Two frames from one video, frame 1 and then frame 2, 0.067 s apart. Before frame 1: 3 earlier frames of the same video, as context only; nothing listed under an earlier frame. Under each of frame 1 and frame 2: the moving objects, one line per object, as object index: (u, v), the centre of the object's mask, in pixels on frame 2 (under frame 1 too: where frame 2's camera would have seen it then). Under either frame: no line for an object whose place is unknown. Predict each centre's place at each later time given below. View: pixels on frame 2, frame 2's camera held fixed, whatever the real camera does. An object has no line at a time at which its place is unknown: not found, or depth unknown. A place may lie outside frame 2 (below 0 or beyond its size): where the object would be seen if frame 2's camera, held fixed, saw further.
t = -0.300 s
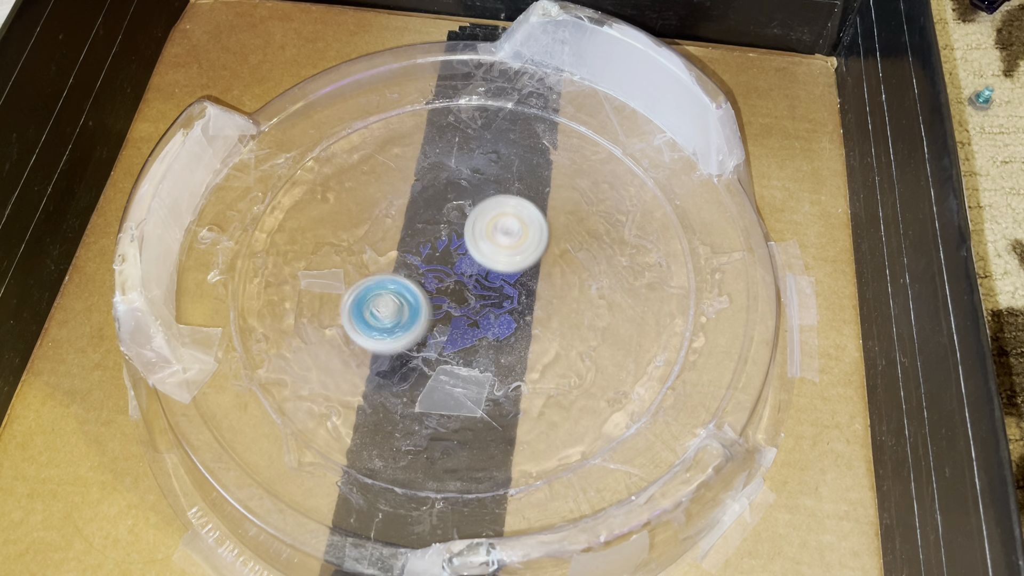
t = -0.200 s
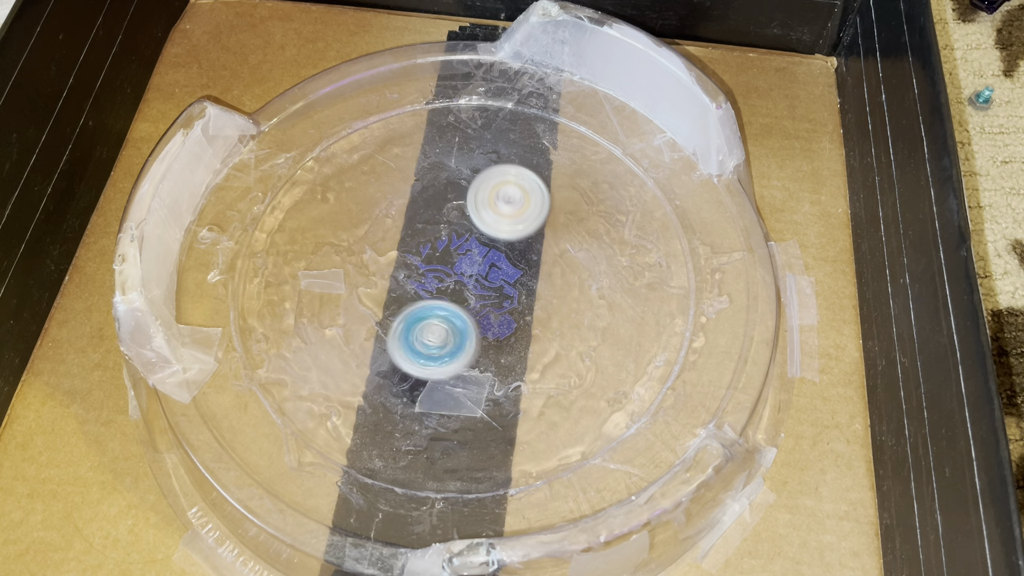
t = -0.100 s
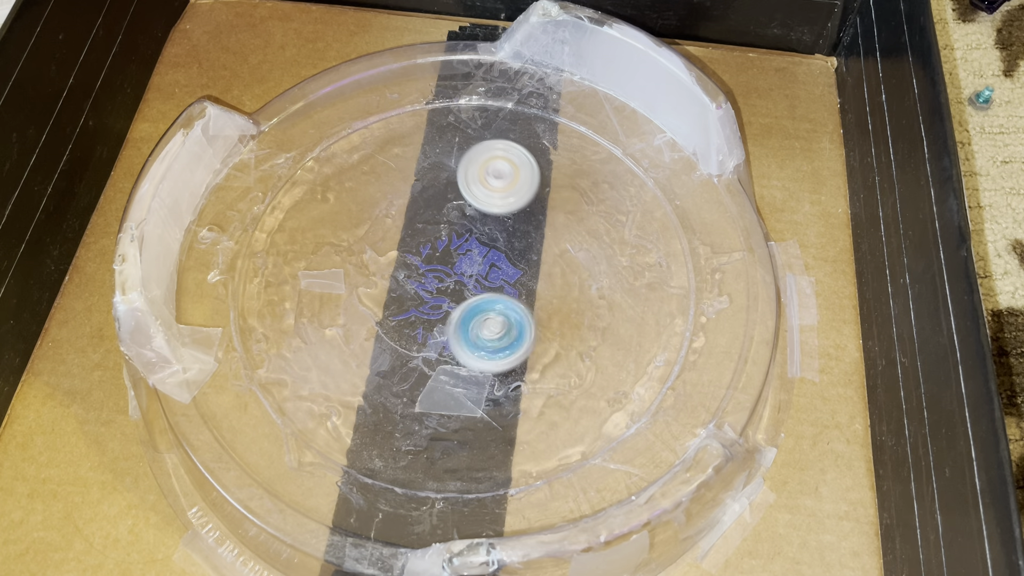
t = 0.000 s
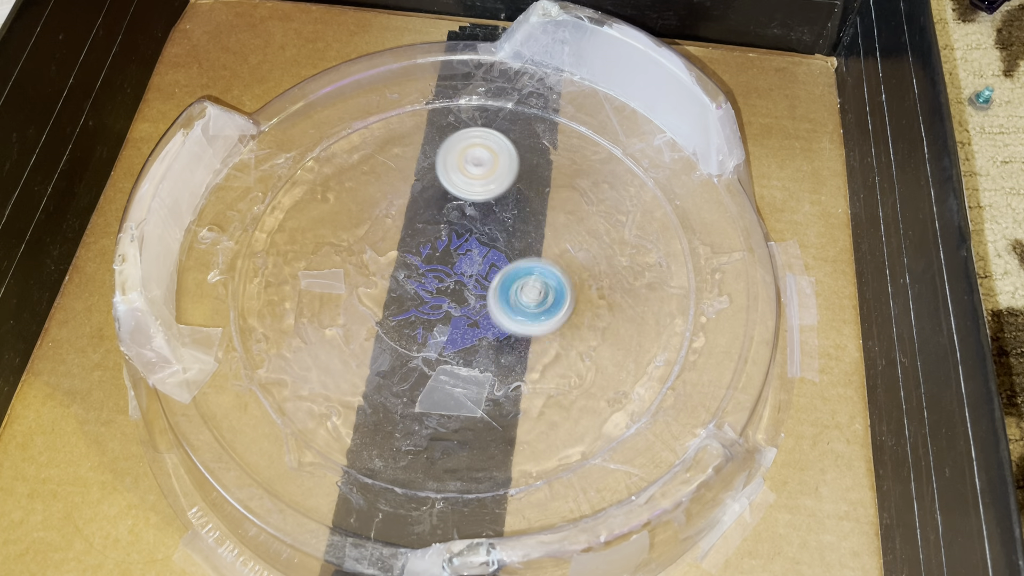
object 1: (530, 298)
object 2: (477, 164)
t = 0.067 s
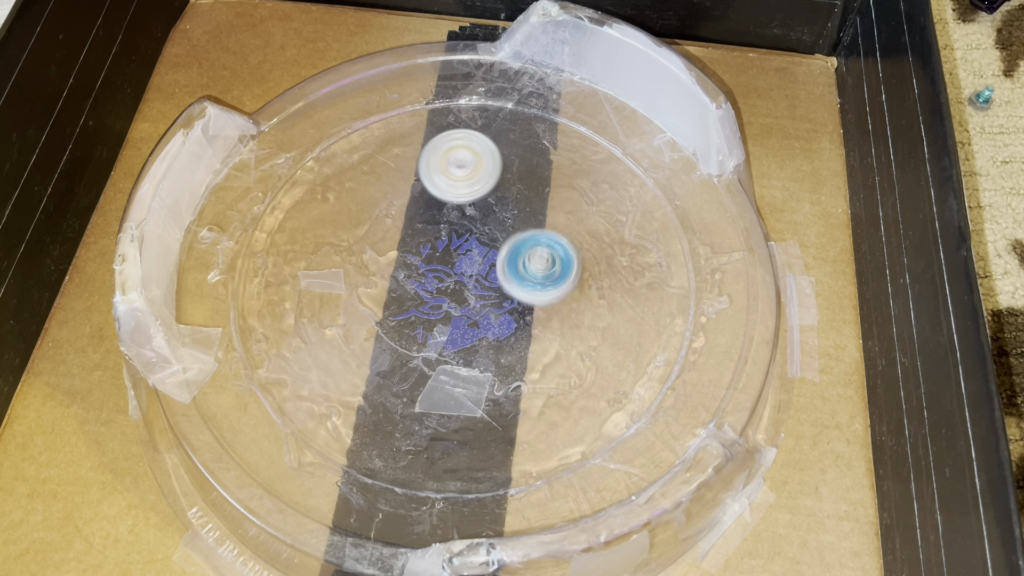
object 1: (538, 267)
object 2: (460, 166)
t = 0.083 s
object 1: (538, 260)
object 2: (456, 168)
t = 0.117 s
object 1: (533, 245)
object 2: (448, 173)
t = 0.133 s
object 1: (530, 238)
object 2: (445, 177)
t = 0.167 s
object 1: (521, 226)
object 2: (439, 185)
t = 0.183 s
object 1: (515, 221)
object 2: (437, 190)
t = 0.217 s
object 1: (505, 214)
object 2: (433, 200)
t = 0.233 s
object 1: (501, 210)
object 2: (430, 206)
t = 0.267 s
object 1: (511, 211)
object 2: (387, 209)
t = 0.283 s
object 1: (518, 212)
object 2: (364, 210)
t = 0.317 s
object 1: (526, 212)
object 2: (325, 217)
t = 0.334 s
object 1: (528, 212)
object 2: (308, 221)
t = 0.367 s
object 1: (531, 213)
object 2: (282, 230)
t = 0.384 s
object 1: (533, 214)
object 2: (273, 236)
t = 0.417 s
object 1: (534, 215)
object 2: (261, 249)
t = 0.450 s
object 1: (535, 219)
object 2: (257, 263)
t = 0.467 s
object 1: (535, 221)
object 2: (257, 271)
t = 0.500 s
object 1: (534, 227)
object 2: (259, 287)
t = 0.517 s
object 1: (534, 230)
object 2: (261, 295)
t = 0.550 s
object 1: (532, 238)
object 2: (265, 312)
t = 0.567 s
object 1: (531, 242)
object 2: (268, 320)
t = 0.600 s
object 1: (530, 251)
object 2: (275, 336)
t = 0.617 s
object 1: (530, 256)
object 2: (279, 344)
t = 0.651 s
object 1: (529, 267)
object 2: (288, 359)
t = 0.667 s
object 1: (530, 272)
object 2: (294, 367)
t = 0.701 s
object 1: (531, 283)
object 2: (306, 381)
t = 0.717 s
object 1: (533, 288)
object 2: (314, 387)
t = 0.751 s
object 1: (535, 297)
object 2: (329, 398)
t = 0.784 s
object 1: (539, 305)
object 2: (346, 408)
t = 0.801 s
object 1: (540, 309)
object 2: (355, 412)
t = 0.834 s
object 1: (542, 314)
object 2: (373, 418)
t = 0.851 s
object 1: (544, 315)
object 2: (383, 421)
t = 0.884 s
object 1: (544, 317)
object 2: (403, 424)
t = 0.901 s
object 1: (544, 318)
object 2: (412, 425)
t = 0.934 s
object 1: (542, 319)
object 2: (433, 425)
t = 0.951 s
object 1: (540, 319)
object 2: (444, 423)
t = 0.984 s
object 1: (536, 319)
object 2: (465, 419)
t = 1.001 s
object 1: (534, 319)
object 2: (475, 416)
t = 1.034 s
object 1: (527, 318)
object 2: (495, 407)
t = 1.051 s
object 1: (524, 318)
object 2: (504, 402)
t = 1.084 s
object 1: (513, 317)
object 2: (521, 390)
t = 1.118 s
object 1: (500, 317)
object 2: (536, 376)
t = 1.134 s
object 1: (492, 318)
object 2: (544, 369)
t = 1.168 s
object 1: (481, 324)
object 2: (555, 354)
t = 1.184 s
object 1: (476, 326)
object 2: (559, 346)
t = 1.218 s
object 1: (465, 330)
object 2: (567, 329)
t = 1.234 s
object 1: (460, 332)
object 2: (570, 321)
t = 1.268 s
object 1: (449, 337)
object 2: (574, 304)
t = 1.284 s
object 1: (445, 340)
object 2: (575, 296)
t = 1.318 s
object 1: (436, 346)
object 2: (576, 279)
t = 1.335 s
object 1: (433, 349)
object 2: (576, 271)
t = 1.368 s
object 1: (429, 354)
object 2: (573, 255)
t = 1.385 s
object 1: (428, 355)
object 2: (571, 247)
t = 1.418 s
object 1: (427, 358)
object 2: (566, 233)
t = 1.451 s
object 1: (427, 358)
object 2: (560, 219)
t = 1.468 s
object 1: (428, 357)
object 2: (556, 212)
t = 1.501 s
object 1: (429, 354)
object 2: (547, 200)
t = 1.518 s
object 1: (429, 352)
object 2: (543, 195)
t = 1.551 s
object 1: (431, 346)
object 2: (532, 184)
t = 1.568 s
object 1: (431, 343)
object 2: (526, 179)
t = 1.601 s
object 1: (432, 334)
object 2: (515, 171)
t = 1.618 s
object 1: (432, 329)
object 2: (509, 167)
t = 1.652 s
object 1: (433, 320)
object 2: (496, 161)
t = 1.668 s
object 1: (432, 315)
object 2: (489, 159)
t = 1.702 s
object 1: (428, 305)
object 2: (475, 155)
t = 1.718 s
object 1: (426, 300)
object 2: (468, 154)
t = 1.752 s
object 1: (422, 290)
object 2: (454, 153)
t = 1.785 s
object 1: (416, 280)
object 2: (439, 154)
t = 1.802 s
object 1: (413, 275)
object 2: (432, 154)
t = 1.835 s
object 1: (407, 268)
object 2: (419, 158)
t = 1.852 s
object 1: (403, 263)
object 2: (412, 161)
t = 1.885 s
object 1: (395, 257)
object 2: (400, 167)
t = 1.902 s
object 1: (391, 254)
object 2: (394, 171)
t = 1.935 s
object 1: (382, 251)
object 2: (384, 180)
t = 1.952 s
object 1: (378, 253)
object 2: (380, 184)
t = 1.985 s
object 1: (372, 261)
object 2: (375, 183)
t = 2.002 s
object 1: (371, 265)
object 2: (373, 184)
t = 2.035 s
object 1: (371, 275)
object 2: (370, 190)
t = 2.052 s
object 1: (374, 280)
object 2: (368, 195)
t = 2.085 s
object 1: (382, 290)
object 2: (365, 206)
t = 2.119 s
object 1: (392, 296)
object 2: (363, 218)
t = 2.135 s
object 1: (399, 299)
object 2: (363, 224)
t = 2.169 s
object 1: (412, 303)
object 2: (364, 236)
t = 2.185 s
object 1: (419, 304)
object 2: (366, 243)
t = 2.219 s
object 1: (434, 304)
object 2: (371, 255)
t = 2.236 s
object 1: (441, 303)
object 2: (374, 261)
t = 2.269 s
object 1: (456, 300)
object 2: (383, 273)
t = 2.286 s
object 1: (463, 298)
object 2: (387, 278)
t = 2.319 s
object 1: (476, 292)
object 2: (398, 288)
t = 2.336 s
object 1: (482, 288)
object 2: (404, 293)
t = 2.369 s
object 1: (493, 281)
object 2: (417, 301)
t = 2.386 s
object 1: (497, 277)
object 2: (423, 304)
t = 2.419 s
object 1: (505, 268)
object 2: (437, 311)
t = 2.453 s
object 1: (511, 259)
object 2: (451, 314)
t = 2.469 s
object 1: (513, 254)
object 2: (458, 316)
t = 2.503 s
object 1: (517, 245)
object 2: (473, 318)
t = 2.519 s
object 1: (518, 240)
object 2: (480, 318)
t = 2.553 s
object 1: (519, 230)
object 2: (495, 318)
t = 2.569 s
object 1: (518, 225)
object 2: (502, 318)
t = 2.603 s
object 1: (514, 217)
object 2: (516, 315)
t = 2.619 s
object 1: (510, 213)
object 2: (523, 314)
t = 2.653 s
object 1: (502, 208)
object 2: (535, 309)
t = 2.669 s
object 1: (497, 207)
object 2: (541, 306)
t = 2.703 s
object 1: (486, 208)
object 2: (552, 300)
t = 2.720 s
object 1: (480, 209)
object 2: (556, 296)
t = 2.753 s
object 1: (470, 215)
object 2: (565, 288)
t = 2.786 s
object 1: (462, 222)
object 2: (571, 280)
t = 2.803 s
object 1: (458, 227)
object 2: (573, 275)
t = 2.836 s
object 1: (452, 236)
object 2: (576, 266)
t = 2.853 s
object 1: (450, 242)
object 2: (576, 262)
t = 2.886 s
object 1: (447, 253)
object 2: (576, 253)
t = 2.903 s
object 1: (446, 259)
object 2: (574, 249)
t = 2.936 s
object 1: (445, 271)
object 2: (570, 241)
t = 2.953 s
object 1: (446, 277)
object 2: (567, 237)
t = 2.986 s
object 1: (447, 288)
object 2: (560, 231)
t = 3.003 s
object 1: (449, 293)
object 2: (556, 228)
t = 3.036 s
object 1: (454, 304)
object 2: (546, 224)
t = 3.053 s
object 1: (457, 309)
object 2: (540, 222)
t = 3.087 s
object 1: (463, 319)
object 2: (528, 220)
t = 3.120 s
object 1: (471, 326)
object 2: (516, 219)
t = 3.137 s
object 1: (476, 329)
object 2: (510, 220)
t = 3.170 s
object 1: (486, 336)
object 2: (498, 221)
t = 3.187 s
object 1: (491, 337)
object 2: (491, 222)
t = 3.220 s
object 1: (501, 340)
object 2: (478, 226)
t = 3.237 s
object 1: (507, 340)
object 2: (471, 228)
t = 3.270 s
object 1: (517, 338)
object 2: (459, 232)
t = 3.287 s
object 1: (522, 335)
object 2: (452, 235)
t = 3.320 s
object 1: (530, 328)
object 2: (441, 241)
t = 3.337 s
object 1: (533, 323)
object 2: (436, 244)
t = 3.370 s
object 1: (536, 313)
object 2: (425, 251)
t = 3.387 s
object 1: (536, 308)
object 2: (420, 255)
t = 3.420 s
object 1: (531, 298)
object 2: (411, 263)
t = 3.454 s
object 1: (524, 289)
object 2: (403, 272)
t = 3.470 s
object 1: (520, 286)
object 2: (400, 277)
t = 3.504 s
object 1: (511, 279)
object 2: (395, 286)
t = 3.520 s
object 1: (505, 276)
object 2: (393, 291)
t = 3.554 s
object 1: (494, 271)
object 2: (390, 301)
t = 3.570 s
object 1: (488, 269)
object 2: (389, 305)
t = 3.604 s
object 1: (476, 265)
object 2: (388, 314)
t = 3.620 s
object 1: (469, 264)
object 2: (389, 319)
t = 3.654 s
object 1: (455, 263)
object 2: (392, 327)
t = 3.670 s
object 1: (449, 263)
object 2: (394, 331)
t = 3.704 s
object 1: (436, 263)
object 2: (399, 338)
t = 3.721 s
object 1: (430, 264)
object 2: (402, 341)
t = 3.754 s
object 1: (418, 267)
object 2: (410, 346)
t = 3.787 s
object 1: (407, 270)
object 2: (419, 349)
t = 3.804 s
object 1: (401, 273)
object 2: (423, 350)
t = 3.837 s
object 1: (391, 278)
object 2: (434, 350)
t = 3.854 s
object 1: (388, 282)
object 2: (439, 349)
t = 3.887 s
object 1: (382, 290)
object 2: (450, 346)
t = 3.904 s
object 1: (380, 294)
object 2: (455, 343)
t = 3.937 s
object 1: (380, 303)
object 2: (464, 337)
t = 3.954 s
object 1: (381, 307)
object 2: (469, 333)
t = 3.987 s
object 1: (387, 314)
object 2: (476, 325)
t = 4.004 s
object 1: (390, 318)
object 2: (479, 321)
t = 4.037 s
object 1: (400, 322)
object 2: (484, 312)
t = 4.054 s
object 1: (406, 324)
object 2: (487, 306)
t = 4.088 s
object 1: (416, 324)
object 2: (490, 296)
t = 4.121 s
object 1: (428, 323)
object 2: (491, 285)
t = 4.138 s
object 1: (433, 322)
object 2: (493, 279)
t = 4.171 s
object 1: (441, 317)
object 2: (498, 266)
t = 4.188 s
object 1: (446, 314)
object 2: (499, 260)
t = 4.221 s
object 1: (453, 306)
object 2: (499, 249)
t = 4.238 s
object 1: (456, 302)
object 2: (498, 243)
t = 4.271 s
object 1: (461, 294)
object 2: (494, 233)
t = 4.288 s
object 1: (463, 290)
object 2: (493, 227)
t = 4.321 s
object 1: (464, 282)
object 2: (492, 214)
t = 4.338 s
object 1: (464, 278)
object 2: (491, 208)
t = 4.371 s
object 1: (461, 270)
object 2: (487, 198)
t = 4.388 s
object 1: (459, 267)
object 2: (484, 194)
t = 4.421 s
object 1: (453, 262)
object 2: (478, 185)
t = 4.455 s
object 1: (448, 258)
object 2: (470, 178)
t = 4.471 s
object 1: (445, 256)
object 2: (466, 175)
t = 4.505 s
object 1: (439, 255)
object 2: (458, 170)
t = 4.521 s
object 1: (435, 255)
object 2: (454, 168)
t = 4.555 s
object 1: (430, 256)
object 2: (445, 166)
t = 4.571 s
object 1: (428, 256)
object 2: (441, 165)
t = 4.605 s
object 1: (424, 259)
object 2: (432, 165)
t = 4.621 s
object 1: (423, 261)
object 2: (428, 166)
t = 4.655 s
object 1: (422, 266)
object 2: (420, 170)
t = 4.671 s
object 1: (422, 268)
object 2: (416, 172)
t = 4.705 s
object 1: (424, 273)
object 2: (410, 178)
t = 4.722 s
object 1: (426, 276)
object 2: (407, 182)
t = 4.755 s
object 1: (431, 280)
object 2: (403, 190)
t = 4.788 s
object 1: (438, 284)
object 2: (401, 200)
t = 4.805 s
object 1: (442, 285)
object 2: (401, 206)
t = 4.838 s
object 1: (451, 287)
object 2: (401, 216)
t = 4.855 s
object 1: (456, 287)
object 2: (402, 222)
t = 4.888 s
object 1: (465, 286)
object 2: (405, 233)
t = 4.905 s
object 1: (470, 285)
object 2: (407, 238)
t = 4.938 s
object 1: (480, 282)
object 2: (413, 249)
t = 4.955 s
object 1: (485, 279)
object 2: (416, 254)
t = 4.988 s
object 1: (493, 274)
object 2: (421, 264)
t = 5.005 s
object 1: (497, 271)
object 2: (422, 268)
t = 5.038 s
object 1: (504, 265)
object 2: (428, 277)
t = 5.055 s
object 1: (506, 262)
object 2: (432, 281)
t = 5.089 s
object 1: (509, 255)
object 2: (440, 290)
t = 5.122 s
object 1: (510, 249)
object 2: (450, 297)
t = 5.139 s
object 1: (510, 246)
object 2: (455, 301)
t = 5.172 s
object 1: (507, 241)
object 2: (466, 307)
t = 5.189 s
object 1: (506, 240)
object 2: (472, 310)
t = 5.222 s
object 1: (501, 238)
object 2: (483, 314)
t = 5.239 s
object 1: (499, 238)
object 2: (488, 316)
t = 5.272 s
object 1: (493, 239)
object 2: (500, 318)
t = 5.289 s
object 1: (489, 240)
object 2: (505, 319)
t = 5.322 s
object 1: (483, 243)
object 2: (516, 319)
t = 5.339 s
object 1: (479, 246)
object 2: (522, 319)
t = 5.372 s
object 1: (474, 252)
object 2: (532, 317)
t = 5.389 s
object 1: (472, 256)
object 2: (537, 315)
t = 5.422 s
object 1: (468, 264)
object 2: (545, 311)
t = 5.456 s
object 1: (466, 272)
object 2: (553, 306)
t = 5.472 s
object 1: (465, 276)
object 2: (556, 304)
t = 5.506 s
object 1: (464, 284)
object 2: (560, 297)
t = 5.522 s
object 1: (465, 288)
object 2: (562, 294)
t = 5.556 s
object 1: (466, 296)
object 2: (563, 287)
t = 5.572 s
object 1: (467, 299)
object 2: (562, 283)
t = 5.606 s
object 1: (471, 307)
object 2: (560, 277)
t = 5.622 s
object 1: (473, 310)
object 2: (558, 273)
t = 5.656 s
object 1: (478, 316)
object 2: (552, 267)
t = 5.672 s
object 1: (480, 317)
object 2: (549, 264)
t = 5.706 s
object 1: (486, 321)
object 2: (540, 259)
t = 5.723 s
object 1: (489, 321)
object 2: (536, 257)
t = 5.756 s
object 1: (495, 322)
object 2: (526, 253)
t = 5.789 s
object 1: (499, 320)
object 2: (515, 250)
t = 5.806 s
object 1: (501, 319)
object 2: (509, 249)
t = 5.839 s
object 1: (503, 316)
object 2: (497, 248)
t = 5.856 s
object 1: (504, 315)
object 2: (491, 245)
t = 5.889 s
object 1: (504, 312)
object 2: (480, 241)
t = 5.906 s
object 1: (503, 311)
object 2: (474, 240)
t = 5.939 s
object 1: (500, 307)
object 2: (461, 240)
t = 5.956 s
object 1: (498, 306)
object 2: (455, 240)
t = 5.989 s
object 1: (493, 303)
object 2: (442, 241)
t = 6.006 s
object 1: (489, 301)
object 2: (436, 242)
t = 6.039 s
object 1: (482, 299)
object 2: (424, 244)
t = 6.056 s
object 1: (477, 298)
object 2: (418, 246)
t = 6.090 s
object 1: (469, 297)
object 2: (407, 249)
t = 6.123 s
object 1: (461, 297)
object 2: (397, 253)
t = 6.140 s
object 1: (457, 297)
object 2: (393, 256)
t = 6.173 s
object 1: (449, 298)
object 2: (384, 261)
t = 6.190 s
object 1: (446, 299)
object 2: (380, 264)
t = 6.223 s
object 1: (440, 301)
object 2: (373, 270)
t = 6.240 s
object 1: (437, 303)
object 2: (369, 274)
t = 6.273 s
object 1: (437, 307)
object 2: (352, 275)
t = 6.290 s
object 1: (439, 309)
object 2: (346, 276)
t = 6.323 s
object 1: (443, 313)
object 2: (337, 280)
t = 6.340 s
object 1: (446, 314)
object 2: (335, 283)
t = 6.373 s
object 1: (450, 315)
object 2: (332, 289)
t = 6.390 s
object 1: (453, 315)
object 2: (331, 293)
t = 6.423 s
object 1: (459, 315)
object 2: (332, 301)
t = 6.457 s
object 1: (466, 312)
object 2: (335, 308)
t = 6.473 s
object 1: (468, 311)
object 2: (337, 312)
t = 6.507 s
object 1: (473, 306)
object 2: (344, 318)
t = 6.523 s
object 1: (475, 303)
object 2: (348, 321)
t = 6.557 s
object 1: (478, 298)
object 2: (359, 325)
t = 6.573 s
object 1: (479, 294)
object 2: (364, 326)
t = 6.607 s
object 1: (479, 288)
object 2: (378, 328)
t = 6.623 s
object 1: (479, 285)
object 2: (384, 327)
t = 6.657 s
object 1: (478, 278)
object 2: (398, 326)
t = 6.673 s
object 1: (476, 276)
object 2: (405, 325)
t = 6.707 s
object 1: (474, 268)
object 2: (418, 321)
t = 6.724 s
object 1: (472, 265)
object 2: (424, 318)
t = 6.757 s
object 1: (468, 257)
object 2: (437, 313)
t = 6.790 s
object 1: (461, 250)
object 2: (449, 306)
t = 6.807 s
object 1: (456, 247)
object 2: (454, 302)
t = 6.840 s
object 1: (446, 244)
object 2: (463, 298)
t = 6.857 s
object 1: (442, 243)
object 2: (468, 295)
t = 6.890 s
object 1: (434, 243)
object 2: (477, 288)
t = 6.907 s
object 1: (431, 244)
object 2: (481, 284)
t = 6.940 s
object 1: (427, 246)
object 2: (490, 275)
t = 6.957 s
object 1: (426, 247)
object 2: (494, 270)
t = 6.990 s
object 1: (423, 249)
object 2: (501, 261)
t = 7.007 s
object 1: (423, 251)
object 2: (504, 256)
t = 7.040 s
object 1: (421, 255)
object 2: (509, 247)
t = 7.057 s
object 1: (420, 257)
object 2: (511, 243)
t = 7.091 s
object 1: (421, 263)
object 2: (515, 233)
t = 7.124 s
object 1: (424, 268)
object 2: (517, 224)
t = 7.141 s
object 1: (425, 271)
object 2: (519, 220)
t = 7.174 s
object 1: (430, 275)
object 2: (519, 211)
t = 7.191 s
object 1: (433, 277)
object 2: (519, 207)
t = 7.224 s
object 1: (438, 280)
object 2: (518, 200)
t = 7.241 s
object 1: (442, 282)
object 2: (517, 196)
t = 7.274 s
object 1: (450, 285)
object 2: (515, 190)
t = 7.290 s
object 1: (453, 286)
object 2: (513, 187)
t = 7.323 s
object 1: (461, 287)
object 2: (508, 183)
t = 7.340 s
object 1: (465, 287)
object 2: (506, 181)
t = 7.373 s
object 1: (472, 287)
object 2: (500, 179)
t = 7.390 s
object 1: (476, 287)
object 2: (496, 179)
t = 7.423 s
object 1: (482, 286)
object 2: (489, 179)
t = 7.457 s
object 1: (490, 285)
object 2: (482, 182)
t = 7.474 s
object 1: (493, 284)
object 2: (479, 184)
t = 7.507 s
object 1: (497, 282)
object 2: (472, 189)
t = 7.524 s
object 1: (500, 280)
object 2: (469, 192)
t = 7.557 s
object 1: (504, 277)
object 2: (464, 200)
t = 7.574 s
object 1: (506, 275)
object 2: (461, 204)
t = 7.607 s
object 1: (508, 272)
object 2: (457, 212)
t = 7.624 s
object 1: (508, 271)
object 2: (455, 217)
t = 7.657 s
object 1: (509, 269)
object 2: (452, 227)
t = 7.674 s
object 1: (510, 268)
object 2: (449, 231)
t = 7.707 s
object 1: (510, 267)
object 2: (442, 237)
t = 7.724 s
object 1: (511, 267)
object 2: (440, 242)
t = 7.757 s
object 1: (511, 267)
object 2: (438, 251)
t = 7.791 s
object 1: (510, 268)
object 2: (436, 262)
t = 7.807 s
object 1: (510, 268)
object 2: (435, 267)
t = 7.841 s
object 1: (508, 269)
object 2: (435, 277)
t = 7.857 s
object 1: (507, 270)
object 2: (435, 282)
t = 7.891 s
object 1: (505, 271)
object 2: (437, 292)
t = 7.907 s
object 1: (504, 271)
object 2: (438, 297)
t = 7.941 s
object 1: (500, 273)
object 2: (441, 306)
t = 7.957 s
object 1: (498, 273)
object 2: (443, 311)
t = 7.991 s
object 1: (493, 275)
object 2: (448, 318)
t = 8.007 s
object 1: (491, 276)
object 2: (450, 322)
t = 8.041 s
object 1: (486, 278)
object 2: (456, 328)
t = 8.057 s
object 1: (483, 280)
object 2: (459, 332)
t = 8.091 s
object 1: (477, 283)
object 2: (466, 337)
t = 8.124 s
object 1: (470, 287)
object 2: (474, 341)
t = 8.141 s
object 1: (467, 291)
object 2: (478, 343)
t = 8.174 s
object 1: (463, 295)
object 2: (486, 344)
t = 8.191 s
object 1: (460, 299)
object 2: (490, 344)
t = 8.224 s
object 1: (457, 303)
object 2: (498, 345)
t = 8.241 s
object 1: (456, 305)
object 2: (502, 345)
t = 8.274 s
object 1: (455, 308)
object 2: (509, 342)
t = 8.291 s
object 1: (454, 309)
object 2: (512, 340)
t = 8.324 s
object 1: (454, 310)
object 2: (517, 336)
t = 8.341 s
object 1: (454, 311)
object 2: (519, 332)
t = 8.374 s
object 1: (453, 312)
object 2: (522, 326)
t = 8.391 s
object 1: (453, 311)
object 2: (523, 322)
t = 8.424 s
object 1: (452, 310)
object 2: (524, 314)
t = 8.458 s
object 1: (451, 309)
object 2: (522, 306)
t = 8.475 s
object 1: (451, 307)
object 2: (521, 302)
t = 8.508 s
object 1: (448, 305)
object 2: (520, 295)
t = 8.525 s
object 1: (445, 302)
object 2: (523, 292)
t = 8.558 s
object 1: (442, 298)
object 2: (524, 286)
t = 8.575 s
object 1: (440, 296)
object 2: (523, 282)
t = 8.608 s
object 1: (435, 293)
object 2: (519, 275)
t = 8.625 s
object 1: (433, 290)
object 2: (516, 270)
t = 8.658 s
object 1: (430, 287)
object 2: (510, 263)
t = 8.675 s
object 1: (427, 285)
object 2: (507, 259)
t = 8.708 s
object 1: (423, 281)
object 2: (499, 252)
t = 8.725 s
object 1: (422, 279)
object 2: (495, 249)
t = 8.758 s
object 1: (419, 276)
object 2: (486, 243)
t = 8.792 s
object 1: (415, 272)
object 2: (477, 238)
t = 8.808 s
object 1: (414, 271)
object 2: (473, 236)
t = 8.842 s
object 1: (408, 268)
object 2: (477, 231)
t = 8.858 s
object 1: (406, 266)
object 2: (478, 229)
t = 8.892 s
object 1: (403, 262)
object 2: (475, 226)
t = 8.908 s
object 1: (401, 261)
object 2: (472, 224)
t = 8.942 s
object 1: (399, 260)
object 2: (465, 220)
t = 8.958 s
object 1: (398, 259)
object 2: (462, 218)
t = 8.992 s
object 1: (397, 258)
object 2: (453, 216)
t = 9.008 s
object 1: (396, 258)
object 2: (451, 214)
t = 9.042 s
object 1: (393, 257)
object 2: (451, 211)
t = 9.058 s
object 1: (393, 257)
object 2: (450, 210)
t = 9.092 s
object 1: (393, 259)
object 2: (446, 209)
